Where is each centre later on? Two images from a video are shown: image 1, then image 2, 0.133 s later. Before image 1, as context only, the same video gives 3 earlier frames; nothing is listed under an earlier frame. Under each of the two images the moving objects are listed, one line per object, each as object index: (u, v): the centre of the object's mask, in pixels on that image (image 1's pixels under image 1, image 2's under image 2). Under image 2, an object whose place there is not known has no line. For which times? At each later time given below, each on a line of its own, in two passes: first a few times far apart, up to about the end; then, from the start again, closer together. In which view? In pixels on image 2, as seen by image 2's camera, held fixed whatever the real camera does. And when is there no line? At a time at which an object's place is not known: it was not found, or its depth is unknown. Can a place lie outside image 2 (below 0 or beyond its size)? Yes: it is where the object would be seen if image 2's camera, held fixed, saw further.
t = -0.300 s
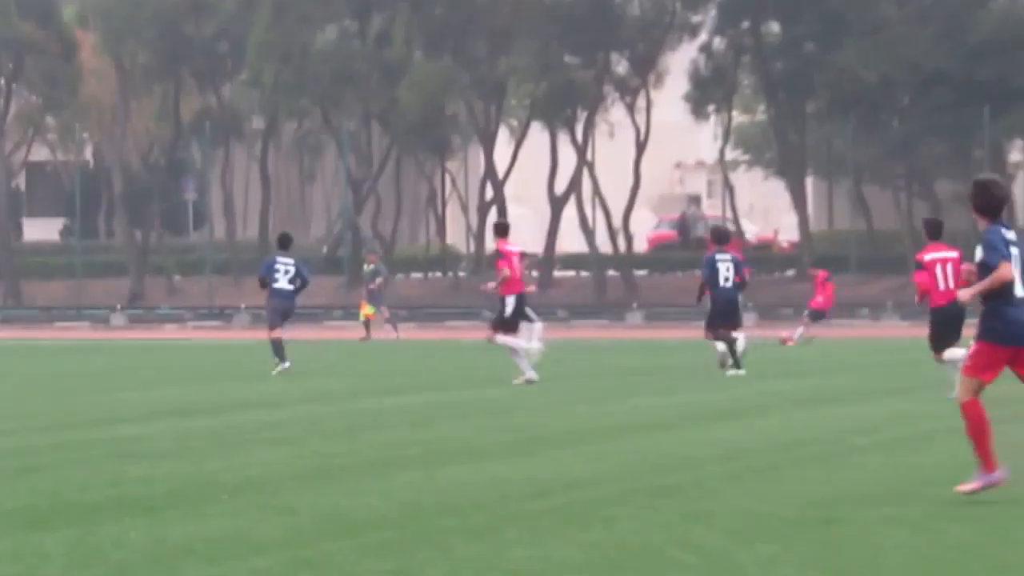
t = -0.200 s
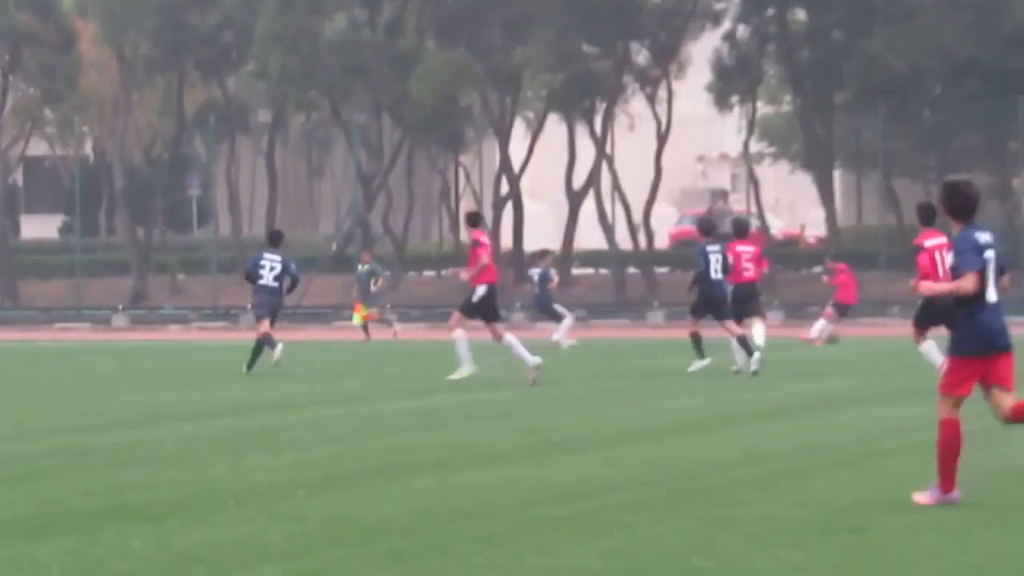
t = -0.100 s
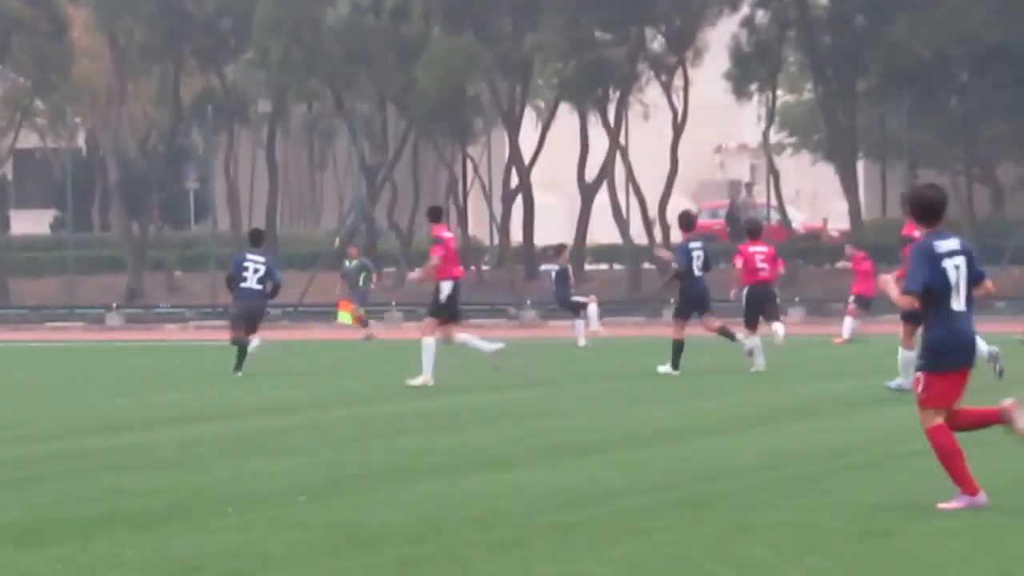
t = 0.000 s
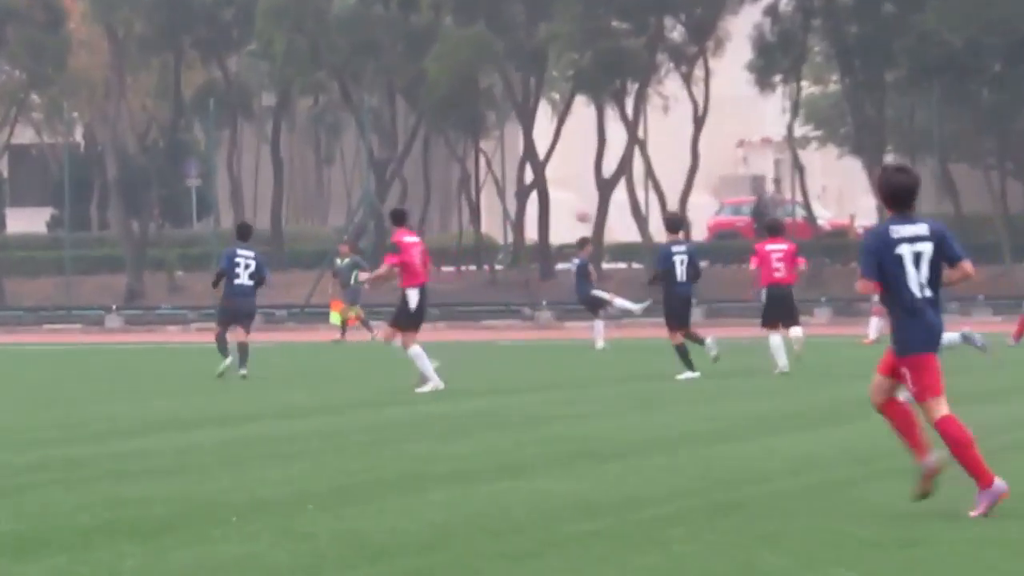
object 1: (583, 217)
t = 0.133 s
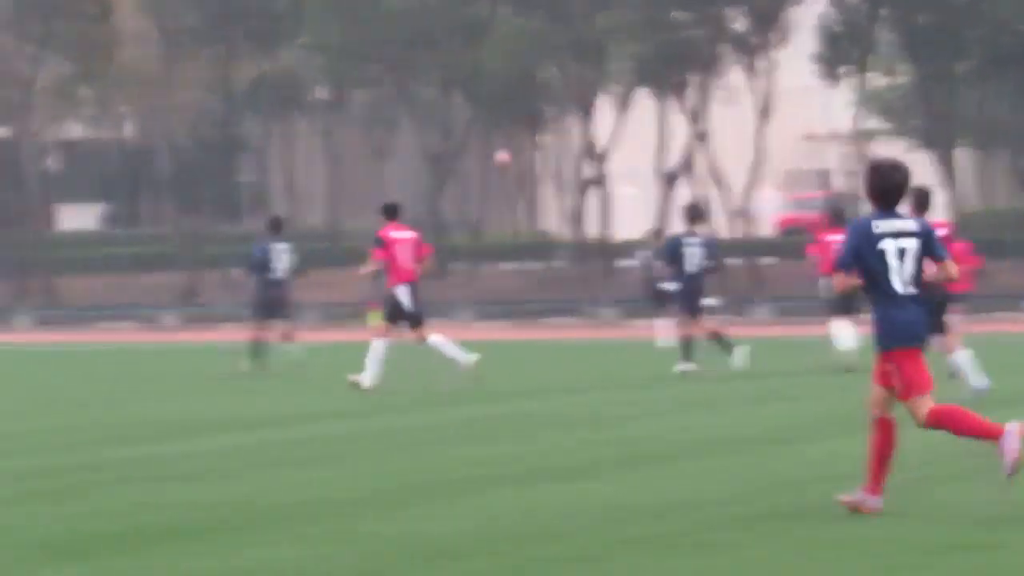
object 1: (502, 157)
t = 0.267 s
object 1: (354, 118)
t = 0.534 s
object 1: (34, 65)
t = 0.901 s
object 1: (-498, 43)
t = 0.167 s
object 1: (465, 146)
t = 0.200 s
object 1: (429, 135)
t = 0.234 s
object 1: (391, 127)
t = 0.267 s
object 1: (354, 118)
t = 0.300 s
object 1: (317, 109)
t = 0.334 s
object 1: (279, 102)
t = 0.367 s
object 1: (239, 95)
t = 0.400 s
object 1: (199, 89)
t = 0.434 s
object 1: (159, 83)
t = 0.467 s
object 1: (117, 78)
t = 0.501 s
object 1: (76, 70)
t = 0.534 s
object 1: (34, 65)
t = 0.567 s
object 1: (-9, 60)
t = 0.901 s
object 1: (-498, 43)
